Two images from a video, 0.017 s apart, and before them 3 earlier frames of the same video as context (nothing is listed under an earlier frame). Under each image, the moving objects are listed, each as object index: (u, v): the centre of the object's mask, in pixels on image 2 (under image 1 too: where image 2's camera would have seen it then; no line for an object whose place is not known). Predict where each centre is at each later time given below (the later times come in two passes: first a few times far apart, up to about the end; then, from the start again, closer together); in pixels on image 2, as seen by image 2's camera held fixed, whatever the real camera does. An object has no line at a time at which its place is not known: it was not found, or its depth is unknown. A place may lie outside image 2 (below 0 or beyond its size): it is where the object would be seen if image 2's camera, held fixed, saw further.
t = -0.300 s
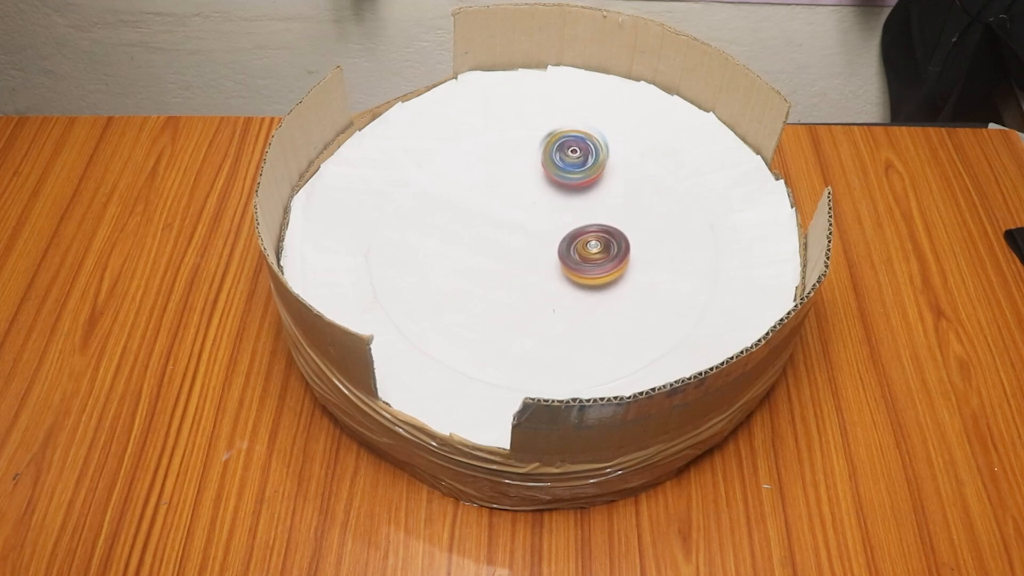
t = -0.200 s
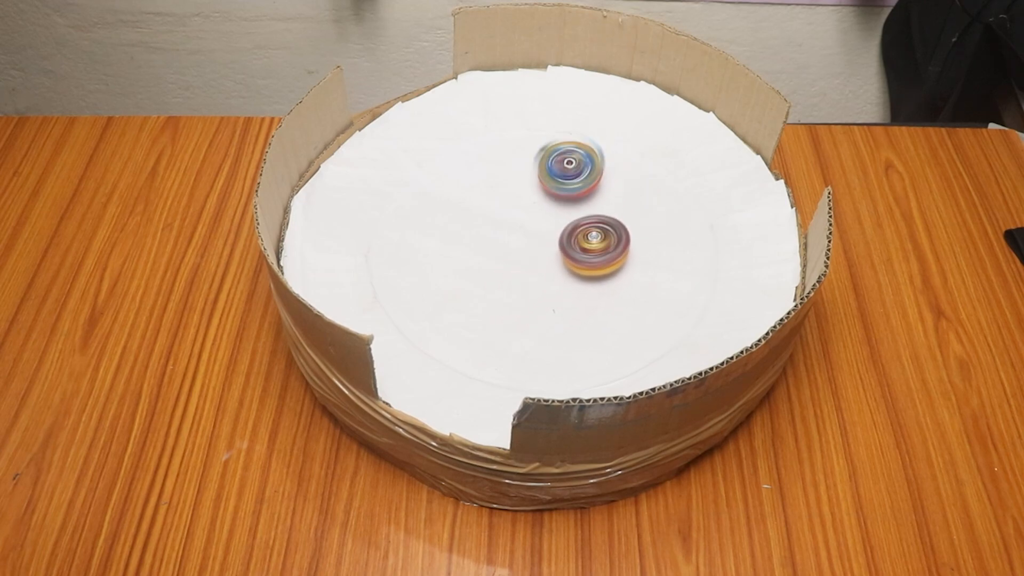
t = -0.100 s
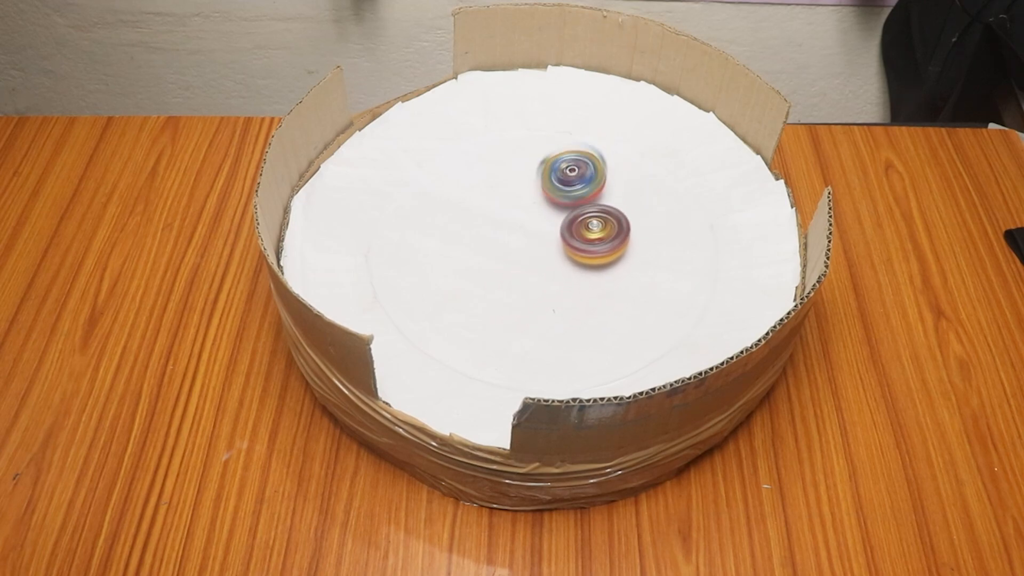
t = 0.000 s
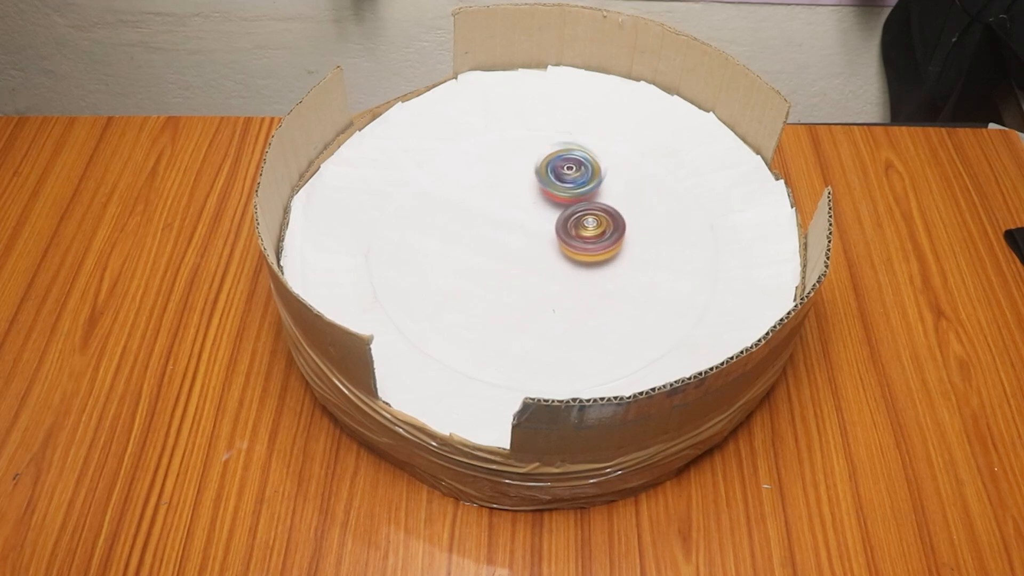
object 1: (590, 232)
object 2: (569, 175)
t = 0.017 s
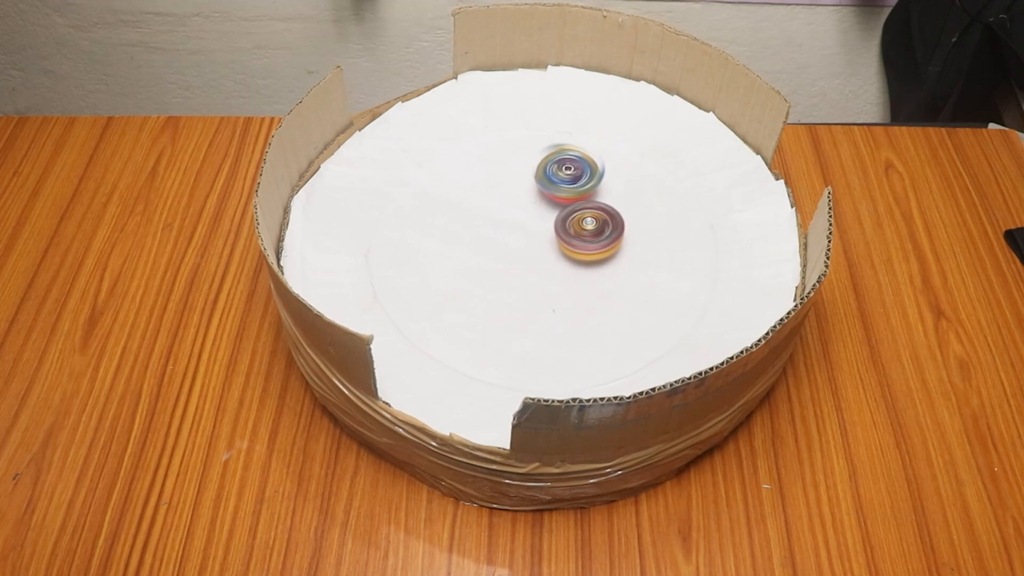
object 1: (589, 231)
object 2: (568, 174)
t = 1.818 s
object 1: (539, 235)
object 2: (499, 177)
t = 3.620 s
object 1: (554, 209)
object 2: (471, 204)
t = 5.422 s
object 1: (546, 239)
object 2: (448, 212)
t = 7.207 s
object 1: (561, 231)
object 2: (503, 272)
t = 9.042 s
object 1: (585, 217)
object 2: (559, 272)
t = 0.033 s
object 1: (588, 230)
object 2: (567, 175)
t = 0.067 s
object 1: (586, 228)
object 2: (567, 175)
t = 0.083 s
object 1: (586, 228)
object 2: (566, 173)
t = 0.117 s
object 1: (587, 227)
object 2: (563, 171)
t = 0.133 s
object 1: (587, 225)
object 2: (562, 171)
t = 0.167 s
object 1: (591, 225)
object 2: (557, 167)
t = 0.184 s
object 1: (595, 227)
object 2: (552, 163)
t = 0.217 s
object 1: (599, 230)
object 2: (540, 154)
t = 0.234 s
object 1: (601, 231)
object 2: (534, 153)
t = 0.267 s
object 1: (603, 232)
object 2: (527, 149)
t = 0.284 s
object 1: (603, 233)
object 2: (524, 147)
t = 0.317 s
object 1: (605, 235)
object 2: (523, 146)
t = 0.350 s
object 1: (607, 237)
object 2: (521, 142)
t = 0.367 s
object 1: (608, 239)
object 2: (521, 140)
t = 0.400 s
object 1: (608, 240)
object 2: (521, 139)
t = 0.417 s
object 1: (607, 241)
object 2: (520, 137)
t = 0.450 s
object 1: (606, 243)
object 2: (522, 135)
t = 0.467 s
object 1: (606, 245)
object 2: (522, 134)
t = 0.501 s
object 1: (605, 248)
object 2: (522, 133)
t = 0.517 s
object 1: (604, 250)
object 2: (525, 133)
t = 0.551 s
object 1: (603, 253)
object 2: (530, 134)
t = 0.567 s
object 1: (602, 254)
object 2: (530, 136)
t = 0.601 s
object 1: (599, 256)
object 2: (535, 136)
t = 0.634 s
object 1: (596, 257)
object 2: (538, 137)
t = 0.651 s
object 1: (595, 258)
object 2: (539, 138)
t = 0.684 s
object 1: (592, 259)
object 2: (544, 140)
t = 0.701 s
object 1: (591, 259)
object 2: (544, 142)
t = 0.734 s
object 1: (589, 258)
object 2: (546, 146)
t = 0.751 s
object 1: (588, 258)
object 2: (547, 147)
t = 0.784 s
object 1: (587, 256)
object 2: (548, 152)
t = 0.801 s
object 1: (587, 255)
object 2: (548, 153)
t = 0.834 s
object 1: (585, 254)
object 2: (549, 158)
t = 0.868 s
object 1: (585, 253)
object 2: (548, 162)
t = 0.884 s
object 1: (584, 252)
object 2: (547, 164)
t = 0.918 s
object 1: (583, 252)
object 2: (546, 168)
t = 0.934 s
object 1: (582, 252)
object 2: (546, 170)
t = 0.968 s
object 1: (581, 251)
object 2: (546, 176)
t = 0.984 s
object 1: (581, 250)
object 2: (545, 178)
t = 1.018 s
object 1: (580, 249)
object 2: (542, 182)
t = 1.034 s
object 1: (578, 249)
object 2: (541, 185)
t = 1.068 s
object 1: (577, 249)
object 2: (538, 188)
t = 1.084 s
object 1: (576, 249)
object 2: (536, 191)
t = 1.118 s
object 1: (575, 249)
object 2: (533, 194)
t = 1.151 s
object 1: (574, 249)
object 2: (527, 198)
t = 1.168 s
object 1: (574, 248)
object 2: (523, 200)
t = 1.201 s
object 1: (573, 246)
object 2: (518, 204)
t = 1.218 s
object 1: (572, 245)
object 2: (517, 204)
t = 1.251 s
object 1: (571, 243)
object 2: (515, 205)
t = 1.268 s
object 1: (571, 243)
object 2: (514, 204)
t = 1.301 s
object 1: (569, 241)
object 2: (510, 205)
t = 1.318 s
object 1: (569, 240)
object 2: (508, 205)
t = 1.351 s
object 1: (566, 239)
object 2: (504, 204)
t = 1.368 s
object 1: (564, 239)
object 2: (502, 204)
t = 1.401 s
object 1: (561, 239)
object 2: (499, 202)
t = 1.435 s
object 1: (558, 239)
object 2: (496, 200)
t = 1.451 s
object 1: (556, 240)
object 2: (495, 199)
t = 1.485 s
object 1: (553, 240)
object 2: (493, 197)
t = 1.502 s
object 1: (552, 239)
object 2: (492, 196)
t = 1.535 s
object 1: (550, 239)
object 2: (491, 194)
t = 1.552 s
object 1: (549, 239)
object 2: (491, 191)
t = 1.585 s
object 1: (548, 238)
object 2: (490, 189)
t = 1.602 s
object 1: (547, 238)
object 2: (490, 188)
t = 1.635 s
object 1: (545, 238)
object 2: (490, 185)
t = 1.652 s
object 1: (544, 237)
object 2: (490, 186)
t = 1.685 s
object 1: (543, 237)
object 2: (488, 183)
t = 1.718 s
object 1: (542, 236)
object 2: (488, 181)
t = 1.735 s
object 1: (541, 236)
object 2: (488, 179)
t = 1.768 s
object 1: (541, 236)
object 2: (492, 177)
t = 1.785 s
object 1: (540, 236)
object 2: (494, 176)
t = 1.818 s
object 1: (539, 235)
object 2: (499, 177)
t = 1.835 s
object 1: (539, 235)
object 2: (500, 177)
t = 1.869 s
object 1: (539, 235)
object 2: (501, 177)
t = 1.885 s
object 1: (539, 235)
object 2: (504, 177)
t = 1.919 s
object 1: (540, 235)
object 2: (505, 179)
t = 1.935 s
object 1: (541, 235)
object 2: (507, 178)
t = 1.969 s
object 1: (541, 235)
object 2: (510, 178)
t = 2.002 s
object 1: (541, 234)
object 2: (514, 179)
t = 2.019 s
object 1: (543, 235)
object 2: (516, 180)
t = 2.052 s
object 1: (548, 240)
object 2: (518, 177)
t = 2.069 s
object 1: (549, 242)
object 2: (518, 177)
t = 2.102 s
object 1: (552, 245)
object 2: (519, 180)
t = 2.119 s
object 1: (552, 245)
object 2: (520, 180)
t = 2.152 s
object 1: (554, 247)
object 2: (521, 184)
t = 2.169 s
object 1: (554, 248)
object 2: (522, 186)
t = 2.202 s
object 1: (556, 250)
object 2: (521, 186)
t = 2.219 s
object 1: (558, 250)
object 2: (523, 187)
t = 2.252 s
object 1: (560, 251)
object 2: (526, 189)
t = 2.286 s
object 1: (562, 252)
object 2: (527, 194)
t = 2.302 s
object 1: (563, 252)
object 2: (526, 196)
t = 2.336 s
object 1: (566, 253)
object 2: (526, 200)
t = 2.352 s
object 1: (566, 253)
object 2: (524, 202)
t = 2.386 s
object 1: (569, 253)
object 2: (523, 205)
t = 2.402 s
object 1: (570, 253)
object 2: (522, 207)
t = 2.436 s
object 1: (572, 252)
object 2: (522, 209)
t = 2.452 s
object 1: (573, 252)
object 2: (522, 209)
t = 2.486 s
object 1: (575, 251)
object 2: (525, 210)
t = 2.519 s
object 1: (580, 251)
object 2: (525, 211)
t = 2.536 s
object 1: (583, 252)
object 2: (524, 212)
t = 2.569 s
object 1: (588, 253)
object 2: (523, 212)
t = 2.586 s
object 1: (591, 252)
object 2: (522, 213)
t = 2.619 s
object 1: (595, 252)
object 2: (520, 214)
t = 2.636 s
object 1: (596, 252)
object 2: (518, 215)
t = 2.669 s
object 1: (600, 252)
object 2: (513, 215)
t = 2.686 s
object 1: (601, 252)
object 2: (512, 216)
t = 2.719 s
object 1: (602, 253)
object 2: (508, 216)
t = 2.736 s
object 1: (603, 253)
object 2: (505, 216)
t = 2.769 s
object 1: (604, 253)
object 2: (500, 214)
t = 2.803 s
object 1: (604, 254)
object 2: (497, 213)
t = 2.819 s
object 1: (604, 254)
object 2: (496, 212)
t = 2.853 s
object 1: (603, 254)
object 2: (493, 212)
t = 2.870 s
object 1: (602, 254)
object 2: (491, 211)
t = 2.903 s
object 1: (600, 253)
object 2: (488, 209)
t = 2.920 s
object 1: (598, 253)
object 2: (486, 208)
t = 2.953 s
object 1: (597, 252)
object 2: (483, 207)
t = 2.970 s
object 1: (596, 252)
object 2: (482, 207)
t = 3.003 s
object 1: (594, 249)
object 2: (480, 206)
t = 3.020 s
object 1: (594, 248)
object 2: (479, 206)
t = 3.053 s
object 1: (593, 245)
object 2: (478, 205)
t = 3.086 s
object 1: (591, 242)
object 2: (477, 205)
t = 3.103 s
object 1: (591, 241)
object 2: (477, 206)
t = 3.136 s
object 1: (589, 237)
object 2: (477, 206)
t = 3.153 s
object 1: (587, 235)
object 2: (478, 206)
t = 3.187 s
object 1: (584, 232)
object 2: (479, 206)
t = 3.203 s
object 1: (583, 230)
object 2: (481, 207)
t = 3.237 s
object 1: (580, 227)
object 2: (483, 208)
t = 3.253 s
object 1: (577, 226)
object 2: (484, 208)
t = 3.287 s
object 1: (572, 223)
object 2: (487, 207)
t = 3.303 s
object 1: (570, 223)
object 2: (490, 207)
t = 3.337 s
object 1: (566, 220)
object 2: (492, 207)
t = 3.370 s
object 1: (563, 218)
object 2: (493, 205)
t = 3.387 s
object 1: (564, 218)
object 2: (491, 206)
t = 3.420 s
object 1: (564, 216)
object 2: (486, 206)
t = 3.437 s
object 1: (563, 216)
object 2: (484, 206)
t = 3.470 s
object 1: (561, 214)
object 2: (480, 206)
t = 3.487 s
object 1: (561, 214)
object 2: (479, 206)
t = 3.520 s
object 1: (559, 212)
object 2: (476, 206)
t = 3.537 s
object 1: (559, 211)
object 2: (474, 206)
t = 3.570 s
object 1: (556, 210)
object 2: (470, 205)
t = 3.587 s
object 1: (555, 210)
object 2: (470, 204)
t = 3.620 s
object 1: (554, 209)
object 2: (471, 204)
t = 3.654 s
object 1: (554, 208)
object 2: (469, 204)
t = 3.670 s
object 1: (554, 207)
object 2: (468, 202)
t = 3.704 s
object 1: (553, 207)
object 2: (468, 202)
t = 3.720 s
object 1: (552, 207)
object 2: (467, 201)
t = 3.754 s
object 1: (552, 208)
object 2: (468, 199)
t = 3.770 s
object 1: (551, 208)
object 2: (469, 199)
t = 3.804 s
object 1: (551, 211)
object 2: (469, 198)
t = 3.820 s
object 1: (551, 212)
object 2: (470, 197)
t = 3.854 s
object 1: (549, 214)
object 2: (473, 198)
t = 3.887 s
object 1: (547, 216)
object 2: (474, 198)
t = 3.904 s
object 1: (545, 216)
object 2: (474, 197)
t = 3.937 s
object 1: (544, 216)
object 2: (475, 196)
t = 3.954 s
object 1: (550, 216)
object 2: (468, 197)
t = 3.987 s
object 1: (560, 216)
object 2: (455, 196)
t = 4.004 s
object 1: (563, 216)
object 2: (451, 199)
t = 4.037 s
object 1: (567, 216)
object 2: (444, 199)
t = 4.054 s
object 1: (568, 217)
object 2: (441, 201)
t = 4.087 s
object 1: (573, 218)
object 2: (439, 201)
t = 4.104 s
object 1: (575, 218)
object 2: (438, 199)
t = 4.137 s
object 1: (579, 218)
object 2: (437, 200)
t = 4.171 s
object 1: (583, 219)
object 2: (435, 197)
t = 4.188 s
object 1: (585, 219)
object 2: (434, 196)
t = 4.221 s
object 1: (589, 218)
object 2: (434, 194)
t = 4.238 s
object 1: (592, 218)
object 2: (434, 191)
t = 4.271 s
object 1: (595, 218)
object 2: (436, 190)
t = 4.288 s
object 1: (598, 217)
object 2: (436, 189)
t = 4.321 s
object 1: (601, 217)
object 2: (439, 188)
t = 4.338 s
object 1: (603, 217)
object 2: (439, 187)
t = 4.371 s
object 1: (606, 217)
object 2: (441, 185)
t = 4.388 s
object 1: (607, 218)
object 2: (442, 186)
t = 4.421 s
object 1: (608, 218)
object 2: (446, 185)
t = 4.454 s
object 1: (609, 218)
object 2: (452, 185)
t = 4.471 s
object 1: (609, 219)
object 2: (453, 186)
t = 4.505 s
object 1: (609, 221)
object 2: (458, 187)
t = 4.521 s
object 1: (608, 221)
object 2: (459, 188)
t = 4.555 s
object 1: (607, 222)
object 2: (459, 189)
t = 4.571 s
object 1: (606, 223)
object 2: (460, 190)
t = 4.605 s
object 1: (604, 223)
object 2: (463, 191)
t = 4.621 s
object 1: (603, 224)
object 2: (464, 193)
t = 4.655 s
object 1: (600, 224)
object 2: (466, 195)
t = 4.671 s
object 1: (598, 224)
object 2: (467, 196)
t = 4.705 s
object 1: (596, 223)
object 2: (469, 198)
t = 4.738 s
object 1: (593, 223)
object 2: (471, 200)
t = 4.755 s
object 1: (592, 222)
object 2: (472, 201)
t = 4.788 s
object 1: (590, 222)
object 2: (472, 204)
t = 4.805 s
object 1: (590, 221)
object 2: (472, 205)
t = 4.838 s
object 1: (588, 222)
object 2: (471, 207)
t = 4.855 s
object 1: (588, 222)
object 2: (471, 209)
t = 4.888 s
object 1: (585, 221)
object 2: (470, 210)
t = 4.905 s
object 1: (583, 221)
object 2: (470, 210)
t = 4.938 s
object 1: (579, 223)
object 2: (470, 213)
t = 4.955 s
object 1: (578, 223)
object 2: (469, 214)
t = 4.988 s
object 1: (574, 224)
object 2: (468, 214)
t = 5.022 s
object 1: (570, 225)
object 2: (465, 217)
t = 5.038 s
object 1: (568, 225)
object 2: (464, 217)
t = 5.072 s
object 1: (564, 225)
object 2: (462, 218)
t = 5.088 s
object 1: (562, 226)
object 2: (460, 218)
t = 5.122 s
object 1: (558, 228)
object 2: (457, 219)
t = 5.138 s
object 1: (557, 228)
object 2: (455, 220)
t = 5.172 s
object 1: (554, 229)
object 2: (451, 219)
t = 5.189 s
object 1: (552, 229)
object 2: (449, 219)
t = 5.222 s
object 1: (550, 230)
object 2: (446, 218)
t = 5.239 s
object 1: (549, 230)
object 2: (446, 217)
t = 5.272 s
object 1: (547, 232)
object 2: (444, 218)
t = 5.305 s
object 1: (546, 233)
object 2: (443, 216)
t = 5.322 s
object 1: (547, 235)
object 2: (442, 215)
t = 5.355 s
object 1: (545, 236)
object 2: (443, 214)
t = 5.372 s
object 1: (545, 237)
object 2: (444, 214)
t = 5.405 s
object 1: (545, 238)
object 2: (446, 212)
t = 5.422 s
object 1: (546, 239)
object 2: (448, 212)
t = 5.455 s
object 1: (545, 240)
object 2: (451, 212)
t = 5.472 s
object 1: (545, 241)
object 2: (453, 213)
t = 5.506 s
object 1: (546, 243)
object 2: (455, 213)
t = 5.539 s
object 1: (547, 245)
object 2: (457, 212)
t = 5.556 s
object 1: (547, 245)
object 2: (459, 213)
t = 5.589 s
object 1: (548, 247)
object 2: (464, 213)
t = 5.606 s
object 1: (549, 247)
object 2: (464, 214)
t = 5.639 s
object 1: (550, 248)
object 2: (468, 214)
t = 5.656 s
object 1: (551, 249)
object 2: (469, 215)
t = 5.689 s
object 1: (552, 249)
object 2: (471, 216)
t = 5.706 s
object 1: (553, 249)
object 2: (472, 217)
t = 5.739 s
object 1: (555, 249)
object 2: (474, 219)
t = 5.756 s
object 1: (557, 249)
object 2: (475, 219)
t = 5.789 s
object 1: (558, 249)
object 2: (477, 221)
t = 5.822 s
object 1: (561, 248)
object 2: (479, 222)
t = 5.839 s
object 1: (562, 248)
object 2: (480, 223)
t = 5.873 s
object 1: (565, 248)
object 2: (481, 224)
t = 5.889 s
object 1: (566, 247)
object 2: (482, 226)
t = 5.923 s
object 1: (570, 247)
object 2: (483, 228)
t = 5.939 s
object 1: (571, 246)
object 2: (484, 229)
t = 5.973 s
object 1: (575, 245)
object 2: (483, 231)
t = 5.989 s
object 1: (576, 244)
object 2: (484, 232)
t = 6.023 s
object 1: (579, 244)
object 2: (484, 234)
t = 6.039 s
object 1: (580, 243)
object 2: (484, 235)
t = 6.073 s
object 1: (582, 243)
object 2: (482, 237)
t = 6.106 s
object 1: (584, 241)
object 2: (479, 240)
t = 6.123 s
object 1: (585, 240)
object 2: (476, 241)
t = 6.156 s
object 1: (587, 238)
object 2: (472, 243)
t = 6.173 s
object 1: (588, 237)
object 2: (471, 242)
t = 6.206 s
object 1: (589, 235)
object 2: (471, 243)
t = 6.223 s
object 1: (589, 235)
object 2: (471, 244)
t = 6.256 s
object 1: (589, 232)
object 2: (470, 245)
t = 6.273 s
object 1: (588, 231)
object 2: (468, 245)
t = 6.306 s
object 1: (587, 229)
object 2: (464, 245)
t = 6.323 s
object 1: (586, 227)
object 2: (462, 245)
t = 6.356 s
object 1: (585, 225)
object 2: (461, 244)
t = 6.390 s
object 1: (585, 223)
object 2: (459, 244)
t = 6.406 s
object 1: (586, 222)
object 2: (458, 244)
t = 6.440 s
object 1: (585, 219)
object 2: (455, 244)
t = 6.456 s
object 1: (585, 218)
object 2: (453, 244)
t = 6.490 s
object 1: (584, 216)
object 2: (452, 246)
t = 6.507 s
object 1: (585, 216)
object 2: (452, 246)
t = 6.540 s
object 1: (585, 215)
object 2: (454, 247)
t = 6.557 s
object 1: (585, 215)
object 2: (455, 248)
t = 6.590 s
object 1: (585, 213)
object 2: (457, 249)
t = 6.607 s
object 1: (585, 214)
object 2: (457, 249)
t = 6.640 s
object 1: (586, 213)
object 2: (459, 249)
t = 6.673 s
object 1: (585, 212)
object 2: (464, 249)
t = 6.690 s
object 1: (584, 212)
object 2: (467, 248)
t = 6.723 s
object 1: (583, 213)
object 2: (472, 249)
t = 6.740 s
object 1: (583, 213)
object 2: (474, 249)
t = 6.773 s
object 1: (581, 215)
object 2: (476, 251)
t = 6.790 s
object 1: (581, 216)
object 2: (477, 251)
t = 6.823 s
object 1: (580, 217)
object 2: (479, 252)
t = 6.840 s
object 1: (579, 218)
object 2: (481, 252)
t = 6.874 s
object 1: (578, 220)
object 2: (484, 252)
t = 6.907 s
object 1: (576, 222)
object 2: (488, 252)
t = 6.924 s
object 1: (574, 223)
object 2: (489, 253)
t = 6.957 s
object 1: (572, 225)
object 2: (493, 254)
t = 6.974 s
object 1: (571, 225)
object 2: (494, 254)
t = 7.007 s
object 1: (567, 226)
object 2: (497, 255)
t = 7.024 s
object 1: (566, 226)
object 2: (499, 256)
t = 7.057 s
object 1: (564, 228)
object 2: (502, 258)
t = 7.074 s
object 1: (563, 229)
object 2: (502, 260)
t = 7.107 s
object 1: (562, 231)
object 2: (504, 262)
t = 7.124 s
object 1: (563, 231)
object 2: (506, 263)
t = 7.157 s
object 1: (561, 232)
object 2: (507, 265)
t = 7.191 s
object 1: (561, 231)
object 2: (504, 270)
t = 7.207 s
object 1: (561, 231)
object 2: (503, 272)
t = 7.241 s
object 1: (562, 230)
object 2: (501, 275)
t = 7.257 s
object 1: (562, 229)
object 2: (501, 275)
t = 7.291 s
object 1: (565, 229)
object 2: (501, 276)
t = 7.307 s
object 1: (566, 228)
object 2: (502, 276)
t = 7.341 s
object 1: (566, 228)
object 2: (503, 276)
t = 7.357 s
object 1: (567, 227)
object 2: (504, 275)
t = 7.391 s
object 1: (567, 226)
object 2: (503, 275)
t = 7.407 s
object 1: (567, 225)
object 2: (502, 276)
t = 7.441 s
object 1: (567, 223)
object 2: (501, 275)
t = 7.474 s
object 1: (567, 221)
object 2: (499, 274)
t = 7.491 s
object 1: (567, 220)
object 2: (499, 272)
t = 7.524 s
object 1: (567, 219)
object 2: (499, 271)
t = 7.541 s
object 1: (567, 217)
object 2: (500, 270)
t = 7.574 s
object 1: (568, 216)
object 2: (502, 270)
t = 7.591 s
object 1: (568, 216)
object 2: (502, 269)
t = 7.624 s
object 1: (570, 215)
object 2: (503, 270)
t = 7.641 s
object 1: (571, 215)
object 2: (505, 271)
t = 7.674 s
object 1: (572, 216)
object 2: (505, 270)
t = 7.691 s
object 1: (573, 218)
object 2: (507, 269)
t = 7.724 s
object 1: (574, 219)
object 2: (508, 269)
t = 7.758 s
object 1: (573, 219)
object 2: (511, 269)
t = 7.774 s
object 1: (572, 219)
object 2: (511, 270)
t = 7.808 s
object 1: (570, 219)
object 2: (514, 271)
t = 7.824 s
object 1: (569, 220)
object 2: (515, 272)
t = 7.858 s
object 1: (566, 219)
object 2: (518, 273)
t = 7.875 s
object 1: (565, 219)
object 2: (519, 274)
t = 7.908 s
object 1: (562, 219)
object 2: (522, 276)
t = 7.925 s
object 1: (560, 219)
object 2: (523, 277)
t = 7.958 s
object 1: (558, 220)
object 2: (524, 278)
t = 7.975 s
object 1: (557, 219)
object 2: (524, 279)
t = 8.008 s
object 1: (555, 220)
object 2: (524, 280)
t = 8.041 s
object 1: (554, 220)
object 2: (524, 281)
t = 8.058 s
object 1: (553, 220)
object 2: (526, 279)
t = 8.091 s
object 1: (551, 219)
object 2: (528, 280)
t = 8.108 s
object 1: (550, 219)
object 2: (530, 280)
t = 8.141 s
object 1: (549, 219)
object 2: (531, 280)
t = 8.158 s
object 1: (548, 218)
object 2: (531, 280)
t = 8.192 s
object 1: (547, 218)
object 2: (531, 280)
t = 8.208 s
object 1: (546, 217)
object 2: (530, 280)
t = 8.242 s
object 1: (545, 217)
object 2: (528, 278)
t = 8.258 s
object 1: (545, 217)
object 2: (528, 278)
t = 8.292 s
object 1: (544, 216)
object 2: (529, 276)
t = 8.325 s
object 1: (544, 214)
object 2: (530, 274)
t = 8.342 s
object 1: (544, 213)
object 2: (530, 274)
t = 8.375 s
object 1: (544, 212)
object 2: (533, 273)
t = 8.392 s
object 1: (545, 212)
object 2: (535, 273)
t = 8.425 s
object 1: (547, 212)
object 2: (538, 274)
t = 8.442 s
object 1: (548, 212)
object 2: (539, 275)
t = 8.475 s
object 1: (550, 212)
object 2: (540, 277)
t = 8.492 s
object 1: (551, 213)
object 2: (541, 277)
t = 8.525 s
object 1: (553, 213)
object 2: (542, 276)
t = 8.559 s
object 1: (556, 213)
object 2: (543, 275)
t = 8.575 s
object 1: (558, 212)
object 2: (544, 275)
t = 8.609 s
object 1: (560, 212)
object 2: (545, 276)
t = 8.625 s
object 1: (561, 213)
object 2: (545, 275)
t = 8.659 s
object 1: (564, 213)
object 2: (544, 275)
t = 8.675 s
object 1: (565, 213)
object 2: (545, 275)
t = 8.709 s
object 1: (567, 213)
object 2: (546, 273)
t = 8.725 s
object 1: (569, 213)
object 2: (547, 273)
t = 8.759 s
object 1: (572, 215)
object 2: (550, 274)
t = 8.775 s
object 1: (573, 215)
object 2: (551, 273)
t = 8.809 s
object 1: (576, 216)
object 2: (553, 273)
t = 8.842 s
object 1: (577, 216)
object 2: (555, 272)
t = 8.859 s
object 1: (578, 217)
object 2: (556, 273)
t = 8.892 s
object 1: (581, 217)
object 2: (557, 273)
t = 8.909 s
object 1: (581, 217)
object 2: (558, 273)
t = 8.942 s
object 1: (583, 217)
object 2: (558, 273)
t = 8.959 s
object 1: (583, 216)
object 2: (559, 273)
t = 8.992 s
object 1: (584, 217)
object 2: (560, 273)
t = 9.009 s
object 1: (585, 217)
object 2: (560, 272)
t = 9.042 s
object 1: (585, 217)
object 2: (559, 272)
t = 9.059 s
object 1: (586, 216)
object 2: (558, 272)
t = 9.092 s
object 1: (587, 215)
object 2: (558, 269)
